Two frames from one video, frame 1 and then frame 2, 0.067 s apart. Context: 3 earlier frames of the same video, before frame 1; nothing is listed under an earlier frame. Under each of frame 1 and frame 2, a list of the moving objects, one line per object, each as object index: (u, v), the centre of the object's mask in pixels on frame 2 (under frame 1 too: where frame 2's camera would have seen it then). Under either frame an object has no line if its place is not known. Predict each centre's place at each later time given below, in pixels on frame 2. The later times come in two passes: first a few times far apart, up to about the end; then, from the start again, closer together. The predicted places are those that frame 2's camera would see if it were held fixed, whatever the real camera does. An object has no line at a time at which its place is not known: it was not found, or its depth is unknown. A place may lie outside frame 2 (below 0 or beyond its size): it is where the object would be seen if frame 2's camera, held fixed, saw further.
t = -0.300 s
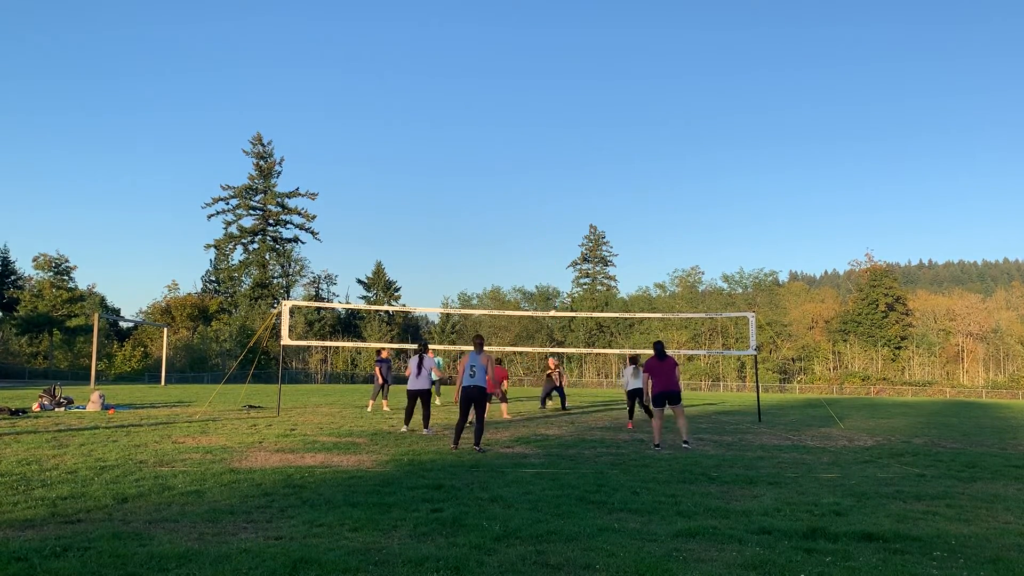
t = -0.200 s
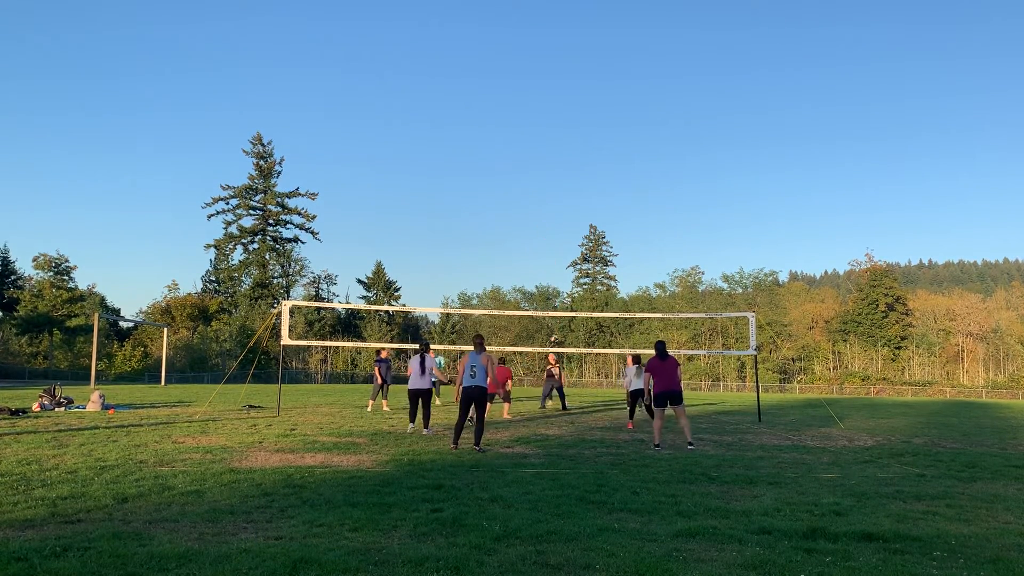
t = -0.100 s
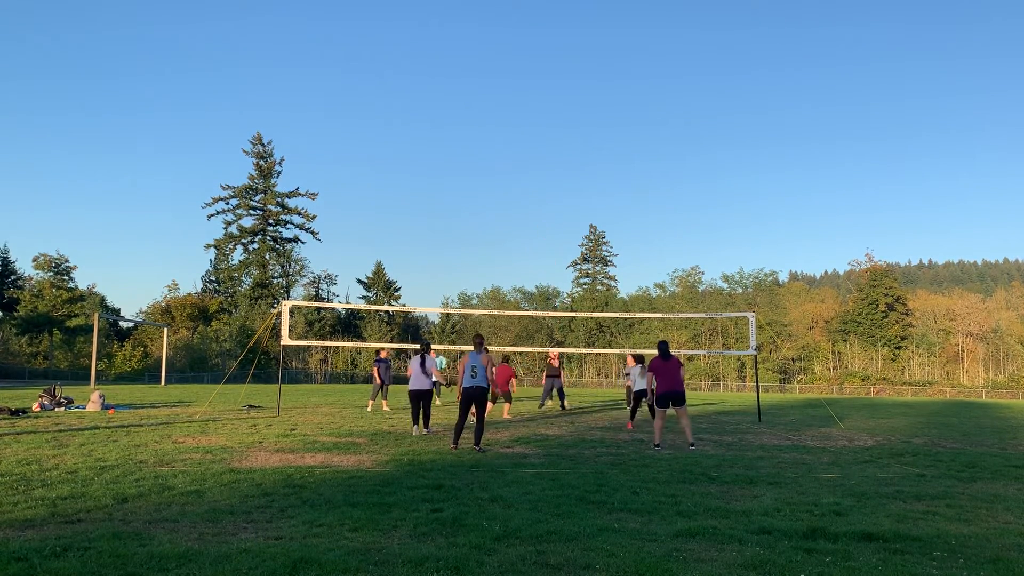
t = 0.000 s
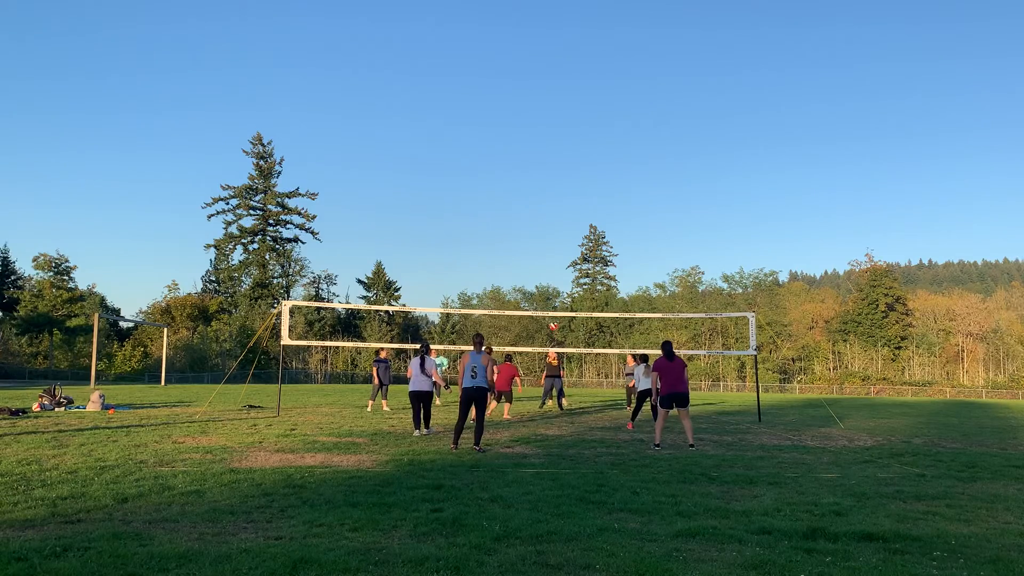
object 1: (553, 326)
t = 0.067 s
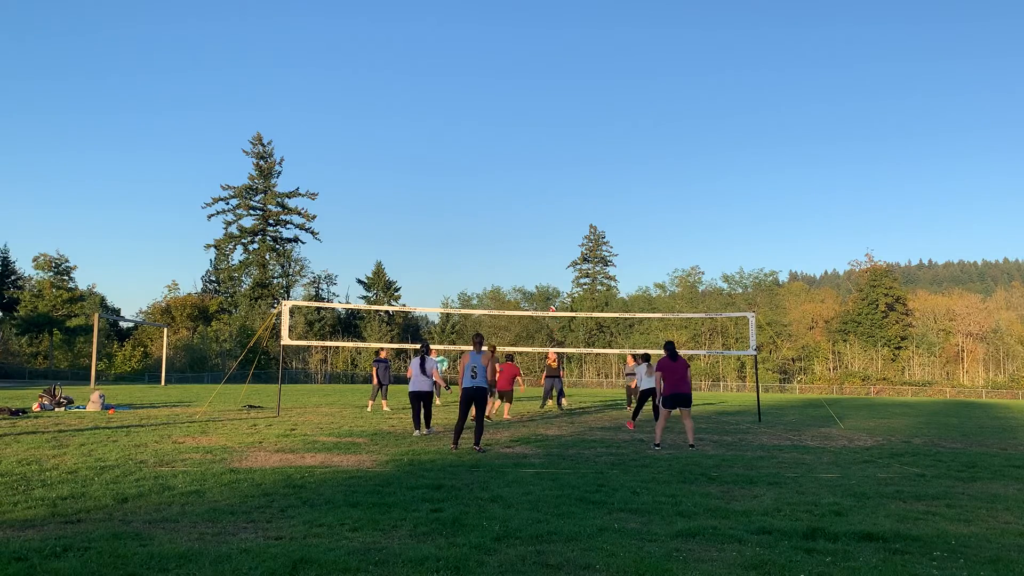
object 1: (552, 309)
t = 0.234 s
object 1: (552, 276)
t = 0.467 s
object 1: (551, 248)
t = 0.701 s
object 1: (550, 241)
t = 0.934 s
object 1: (548, 255)
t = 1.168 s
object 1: (546, 291)
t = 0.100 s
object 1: (553, 302)
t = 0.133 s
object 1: (553, 294)
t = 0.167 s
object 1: (553, 288)
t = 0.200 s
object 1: (553, 282)
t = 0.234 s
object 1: (552, 276)
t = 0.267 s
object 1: (552, 270)
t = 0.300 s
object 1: (552, 265)
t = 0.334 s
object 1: (552, 261)
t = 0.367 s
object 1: (552, 257)
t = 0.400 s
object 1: (551, 253)
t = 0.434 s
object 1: (551, 251)
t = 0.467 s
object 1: (551, 248)
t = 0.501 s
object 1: (551, 246)
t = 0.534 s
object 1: (550, 244)
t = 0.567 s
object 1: (550, 242)
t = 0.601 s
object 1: (550, 241)
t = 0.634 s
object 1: (550, 241)
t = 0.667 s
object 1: (550, 241)
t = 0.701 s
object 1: (550, 241)
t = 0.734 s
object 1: (549, 242)
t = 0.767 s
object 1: (549, 243)
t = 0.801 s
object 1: (549, 244)
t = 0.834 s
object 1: (549, 247)
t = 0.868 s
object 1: (549, 249)
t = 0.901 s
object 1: (548, 252)
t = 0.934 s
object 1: (548, 255)
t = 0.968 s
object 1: (548, 260)
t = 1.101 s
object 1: (547, 279)
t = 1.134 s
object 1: (547, 285)
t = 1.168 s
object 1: (546, 291)
